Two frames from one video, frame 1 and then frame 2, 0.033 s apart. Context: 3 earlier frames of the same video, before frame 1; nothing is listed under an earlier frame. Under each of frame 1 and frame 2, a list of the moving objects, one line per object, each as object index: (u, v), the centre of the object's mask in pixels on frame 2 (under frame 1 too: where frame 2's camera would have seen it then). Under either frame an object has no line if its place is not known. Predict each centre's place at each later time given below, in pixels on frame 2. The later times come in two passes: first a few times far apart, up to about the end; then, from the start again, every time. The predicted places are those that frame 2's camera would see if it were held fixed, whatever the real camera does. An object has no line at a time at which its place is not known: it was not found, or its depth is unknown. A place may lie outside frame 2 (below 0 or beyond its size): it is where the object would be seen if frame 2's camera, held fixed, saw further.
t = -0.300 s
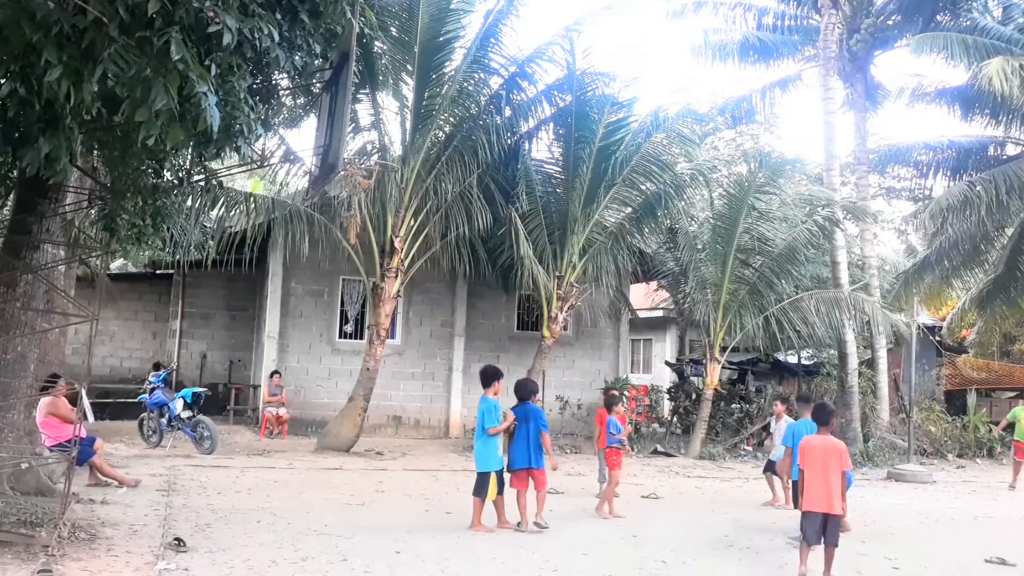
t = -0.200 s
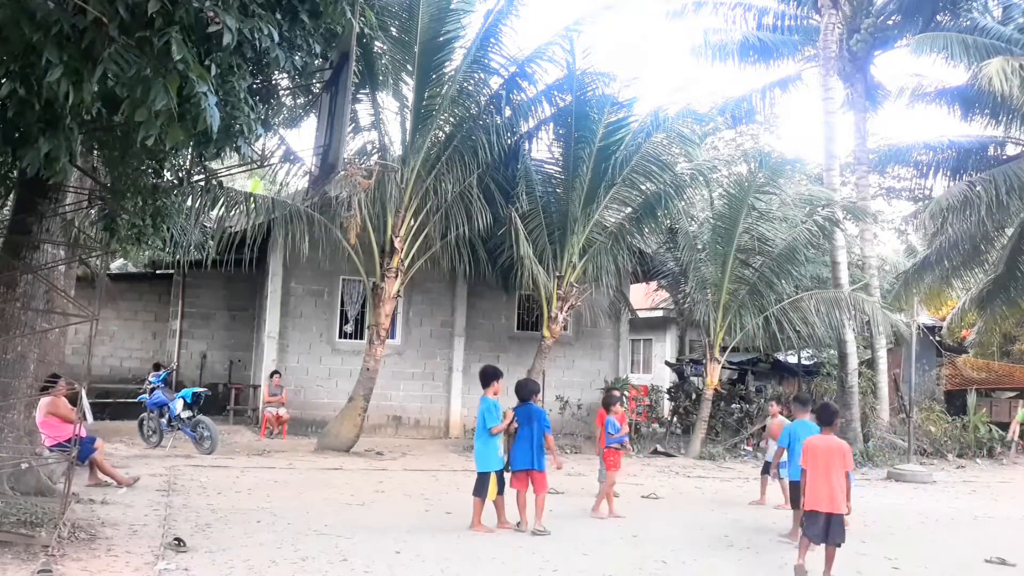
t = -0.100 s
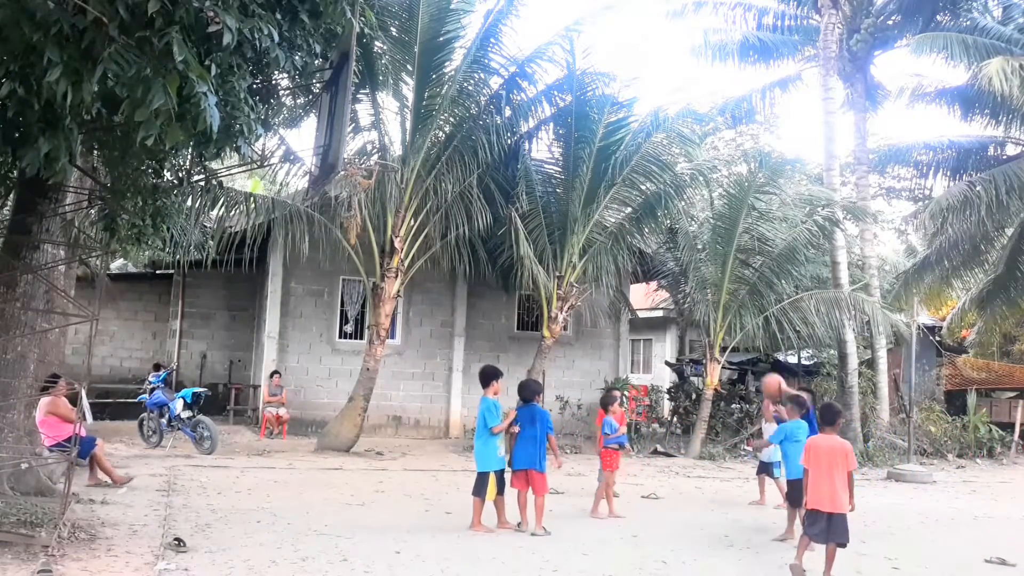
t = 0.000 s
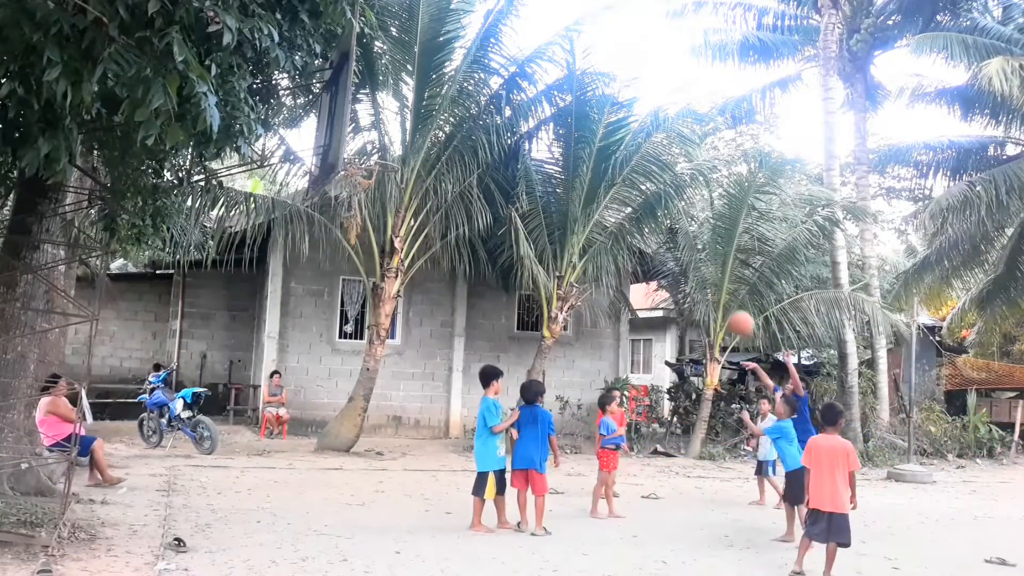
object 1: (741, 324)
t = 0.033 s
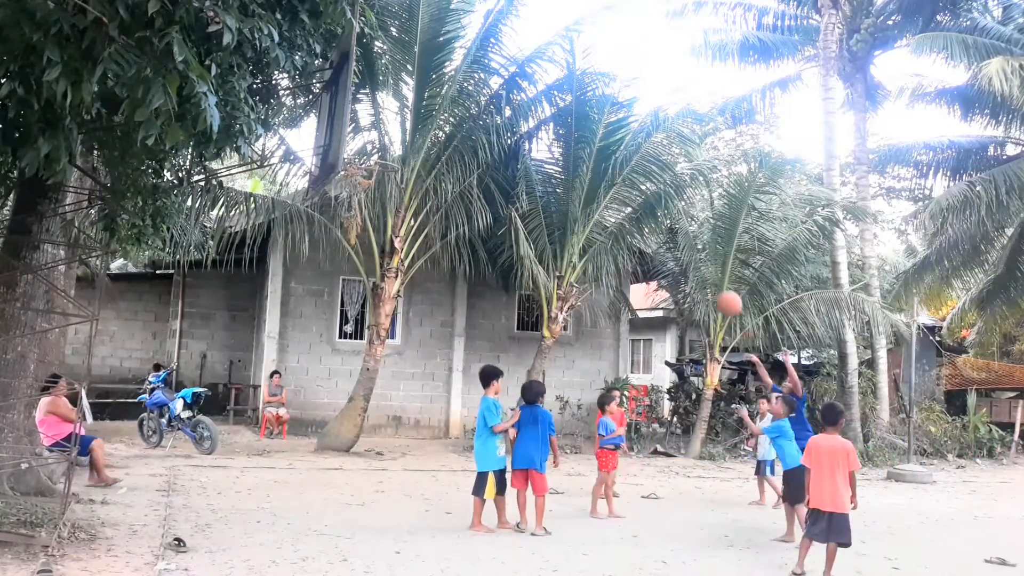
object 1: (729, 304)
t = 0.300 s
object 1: (630, 176)
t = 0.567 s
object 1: (521, 111)
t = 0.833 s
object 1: (391, 122)
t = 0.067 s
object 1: (718, 285)
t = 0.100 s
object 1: (706, 266)
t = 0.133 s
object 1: (694, 250)
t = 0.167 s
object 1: (681, 234)
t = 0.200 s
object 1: (669, 218)
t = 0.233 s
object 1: (656, 203)
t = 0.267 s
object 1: (644, 190)
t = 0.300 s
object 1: (630, 176)
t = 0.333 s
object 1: (617, 166)
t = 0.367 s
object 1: (604, 155)
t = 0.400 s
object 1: (592, 144)
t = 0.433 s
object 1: (577, 135)
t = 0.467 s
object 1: (565, 127)
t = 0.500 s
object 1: (550, 122)
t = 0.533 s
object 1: (535, 115)
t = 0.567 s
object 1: (521, 111)
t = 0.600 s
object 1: (506, 108)
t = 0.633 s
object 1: (491, 107)
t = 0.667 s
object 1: (475, 106)
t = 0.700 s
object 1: (460, 106)
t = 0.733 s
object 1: (443, 107)
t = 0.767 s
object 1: (427, 111)
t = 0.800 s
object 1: (411, 115)
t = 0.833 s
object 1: (391, 122)
